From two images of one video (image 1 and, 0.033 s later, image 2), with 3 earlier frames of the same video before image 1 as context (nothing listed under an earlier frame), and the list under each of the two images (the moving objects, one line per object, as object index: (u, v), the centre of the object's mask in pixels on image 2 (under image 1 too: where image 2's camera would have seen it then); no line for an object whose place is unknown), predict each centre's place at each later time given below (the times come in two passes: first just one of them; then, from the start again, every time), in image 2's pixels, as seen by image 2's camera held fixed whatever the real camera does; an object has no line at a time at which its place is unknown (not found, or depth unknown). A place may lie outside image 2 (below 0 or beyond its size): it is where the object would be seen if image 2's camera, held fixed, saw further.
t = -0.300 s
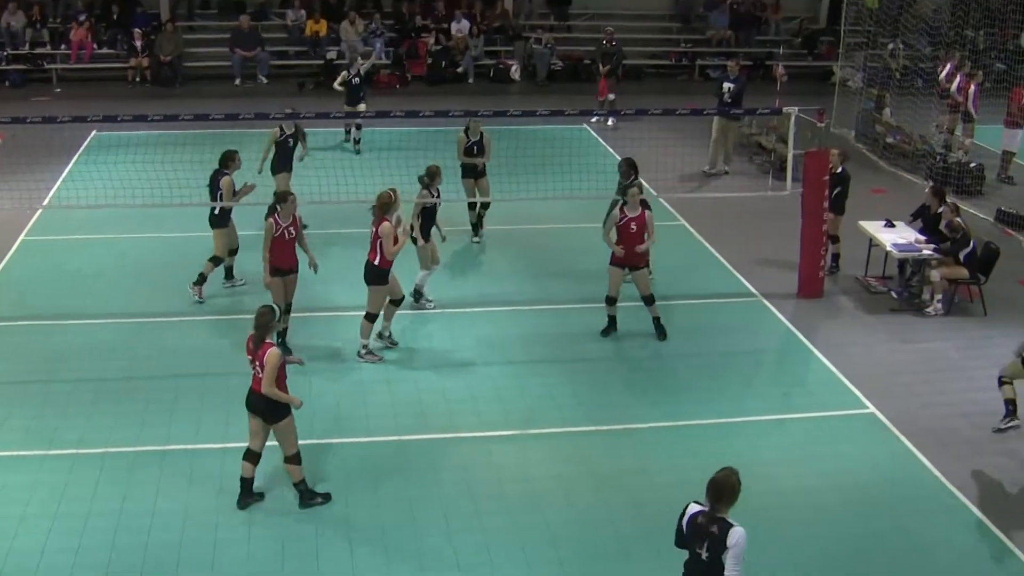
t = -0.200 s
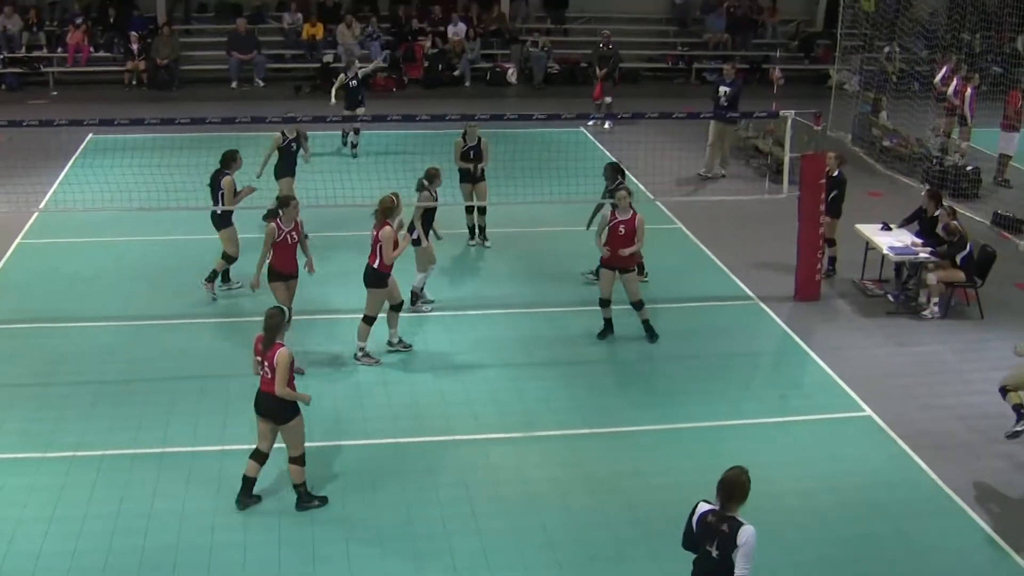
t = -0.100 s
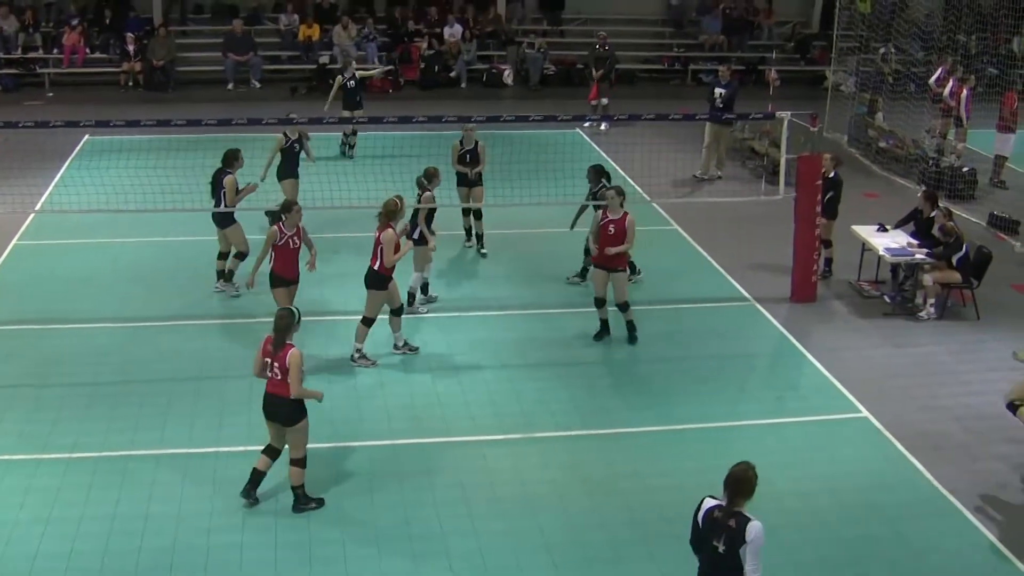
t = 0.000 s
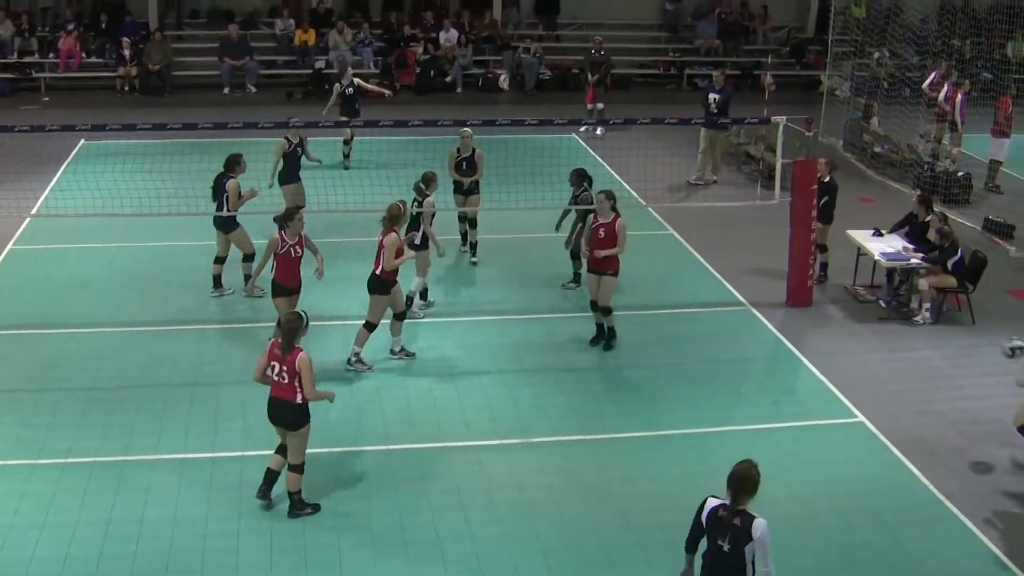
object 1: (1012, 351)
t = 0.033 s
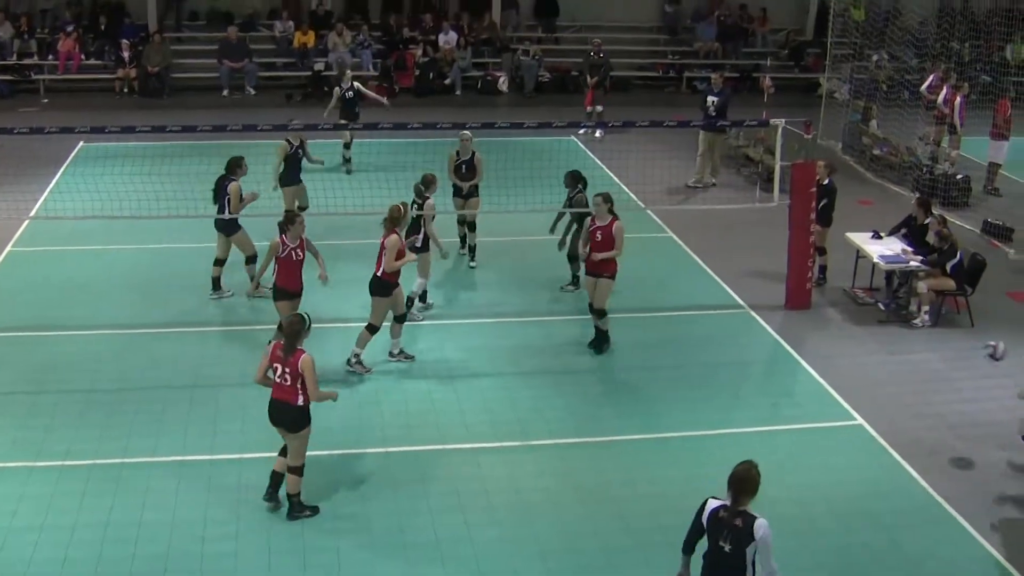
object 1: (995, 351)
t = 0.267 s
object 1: (876, 378)
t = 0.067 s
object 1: (978, 351)
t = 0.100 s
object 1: (960, 354)
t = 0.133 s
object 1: (943, 356)
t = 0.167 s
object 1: (926, 360)
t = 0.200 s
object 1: (909, 365)
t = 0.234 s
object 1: (892, 373)
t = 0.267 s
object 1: (876, 378)
